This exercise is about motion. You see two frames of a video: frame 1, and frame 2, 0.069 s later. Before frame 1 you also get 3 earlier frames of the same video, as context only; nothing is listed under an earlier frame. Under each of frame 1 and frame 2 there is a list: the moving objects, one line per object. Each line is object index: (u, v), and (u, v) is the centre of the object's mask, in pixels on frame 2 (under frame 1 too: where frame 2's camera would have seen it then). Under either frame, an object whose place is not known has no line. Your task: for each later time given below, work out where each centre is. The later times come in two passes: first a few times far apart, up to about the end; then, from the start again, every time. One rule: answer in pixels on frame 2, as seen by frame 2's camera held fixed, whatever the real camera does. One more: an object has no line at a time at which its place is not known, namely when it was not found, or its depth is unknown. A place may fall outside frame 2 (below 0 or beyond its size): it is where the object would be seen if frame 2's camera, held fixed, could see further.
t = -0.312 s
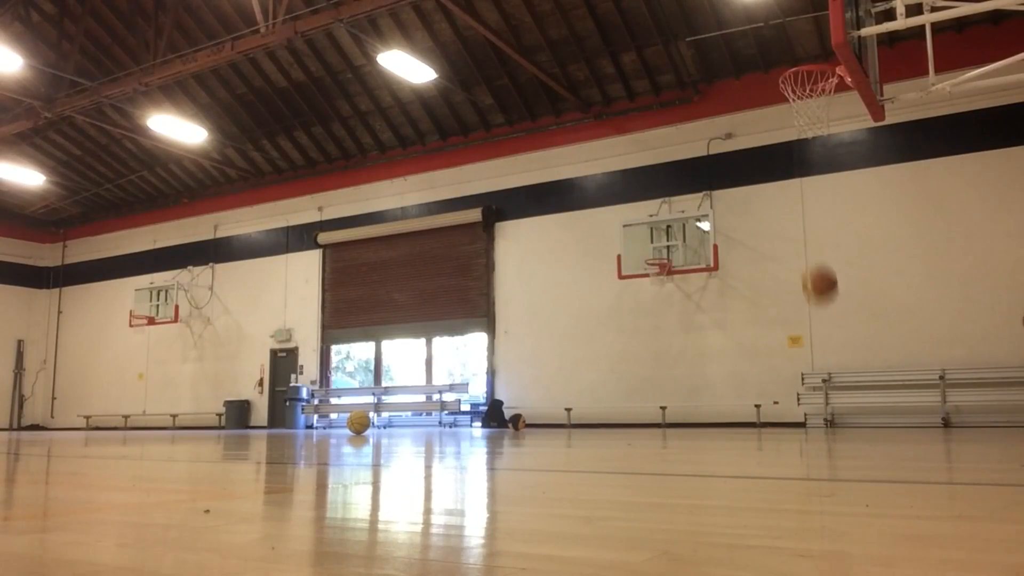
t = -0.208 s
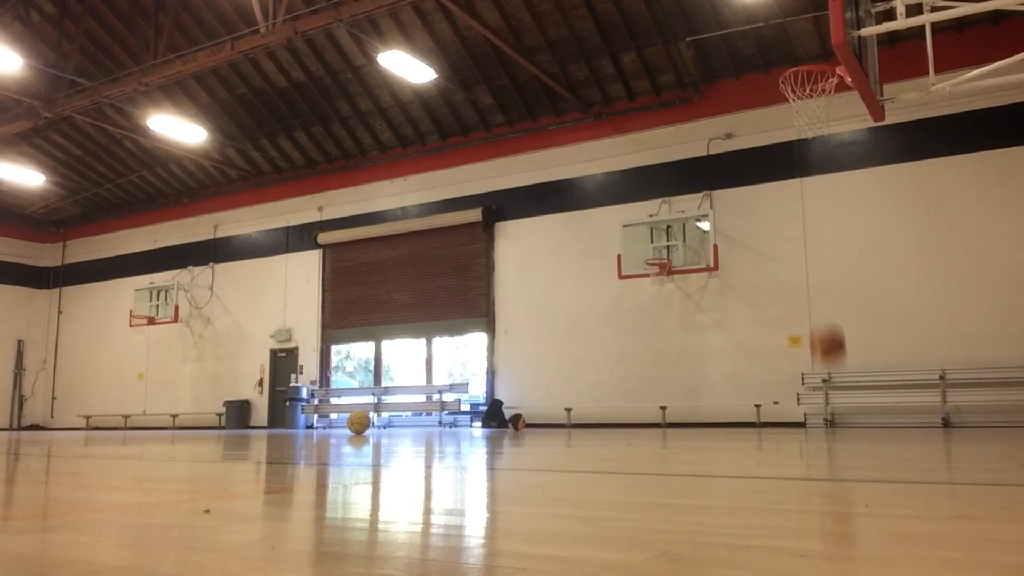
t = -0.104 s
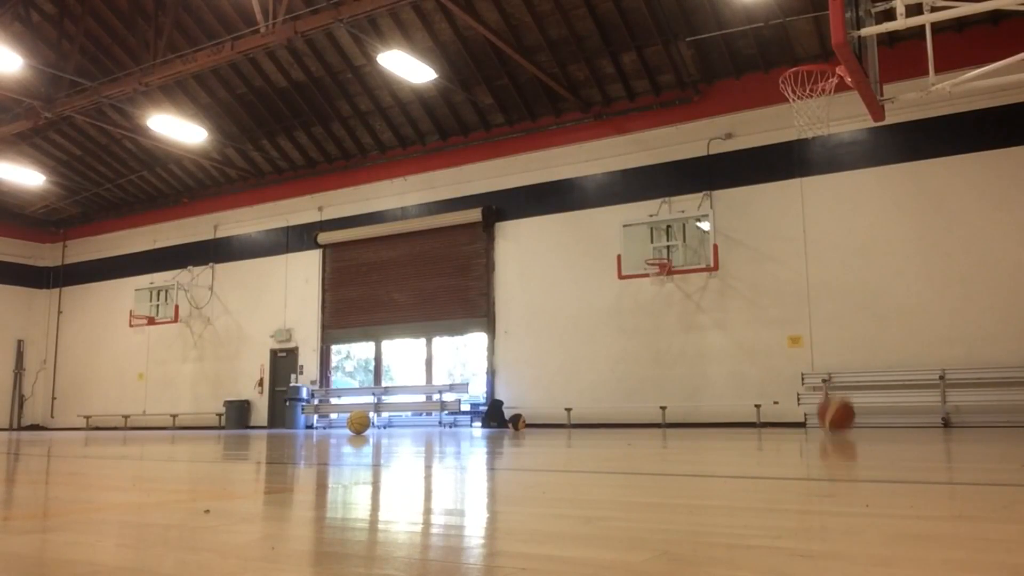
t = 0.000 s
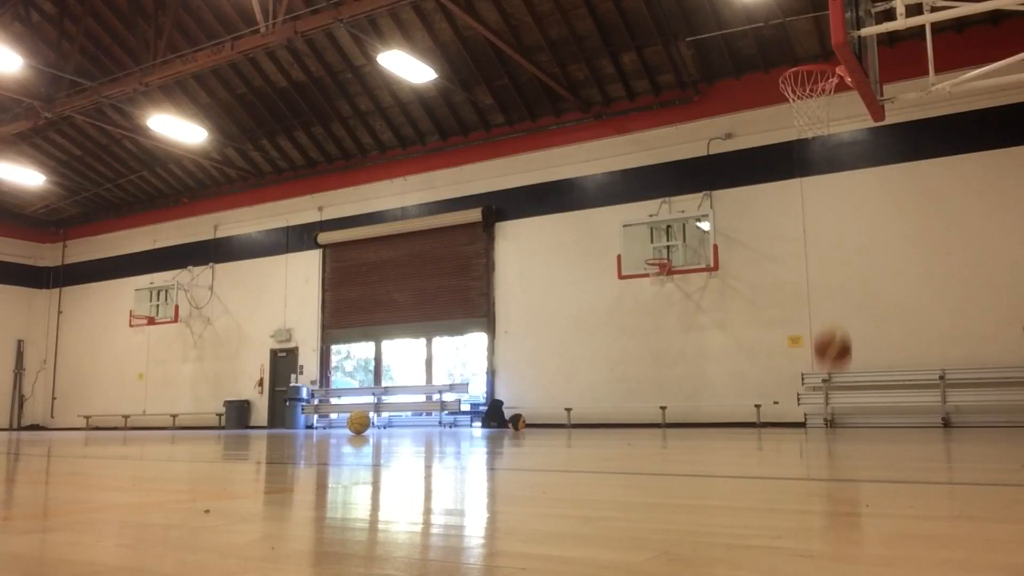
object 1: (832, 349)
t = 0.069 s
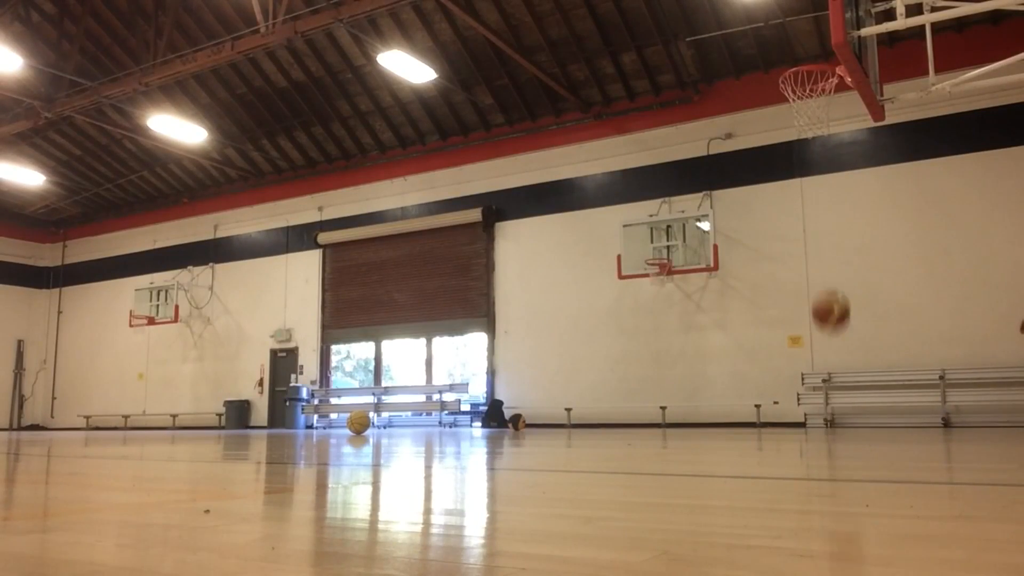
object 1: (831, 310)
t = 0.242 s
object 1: (828, 248)
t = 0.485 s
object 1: (830, 230)
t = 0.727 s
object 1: (838, 304)
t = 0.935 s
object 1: (846, 400)
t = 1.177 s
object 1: (836, 289)
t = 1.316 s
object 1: (833, 269)
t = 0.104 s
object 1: (830, 295)
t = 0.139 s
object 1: (830, 280)
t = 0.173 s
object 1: (829, 268)
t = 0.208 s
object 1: (829, 257)
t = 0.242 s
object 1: (828, 248)
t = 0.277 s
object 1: (828, 239)
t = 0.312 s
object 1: (828, 233)
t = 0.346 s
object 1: (828, 229)
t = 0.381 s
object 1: (828, 225)
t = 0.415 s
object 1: (829, 225)
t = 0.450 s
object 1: (829, 226)
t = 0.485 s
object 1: (830, 230)
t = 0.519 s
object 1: (830, 235)
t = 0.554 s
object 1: (831, 242)
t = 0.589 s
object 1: (832, 251)
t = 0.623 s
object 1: (833, 260)
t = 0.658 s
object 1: (835, 273)
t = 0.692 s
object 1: (836, 288)
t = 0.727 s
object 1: (838, 304)
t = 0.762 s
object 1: (839, 323)
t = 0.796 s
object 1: (841, 343)
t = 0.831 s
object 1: (843, 361)
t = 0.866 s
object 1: (845, 388)
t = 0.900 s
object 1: (847, 412)
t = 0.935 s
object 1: (846, 400)
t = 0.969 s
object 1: (844, 375)
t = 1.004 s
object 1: (843, 355)
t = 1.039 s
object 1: (841, 339)
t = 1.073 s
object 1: (840, 324)
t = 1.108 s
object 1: (839, 310)
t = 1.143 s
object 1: (838, 298)
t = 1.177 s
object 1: (836, 289)
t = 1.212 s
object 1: (835, 281)
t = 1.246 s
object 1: (834, 275)
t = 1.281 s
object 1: (834, 271)
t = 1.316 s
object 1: (833, 269)
